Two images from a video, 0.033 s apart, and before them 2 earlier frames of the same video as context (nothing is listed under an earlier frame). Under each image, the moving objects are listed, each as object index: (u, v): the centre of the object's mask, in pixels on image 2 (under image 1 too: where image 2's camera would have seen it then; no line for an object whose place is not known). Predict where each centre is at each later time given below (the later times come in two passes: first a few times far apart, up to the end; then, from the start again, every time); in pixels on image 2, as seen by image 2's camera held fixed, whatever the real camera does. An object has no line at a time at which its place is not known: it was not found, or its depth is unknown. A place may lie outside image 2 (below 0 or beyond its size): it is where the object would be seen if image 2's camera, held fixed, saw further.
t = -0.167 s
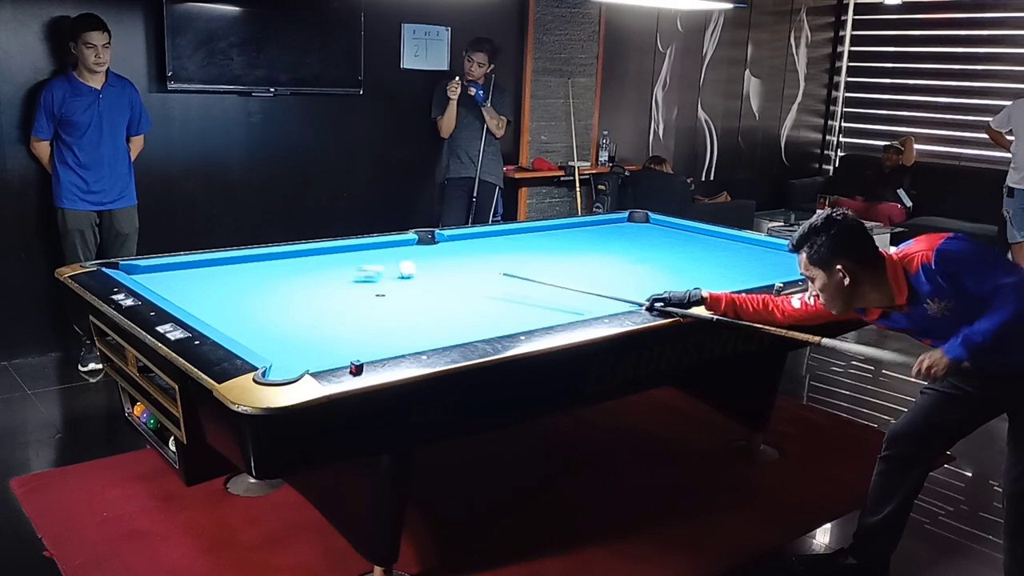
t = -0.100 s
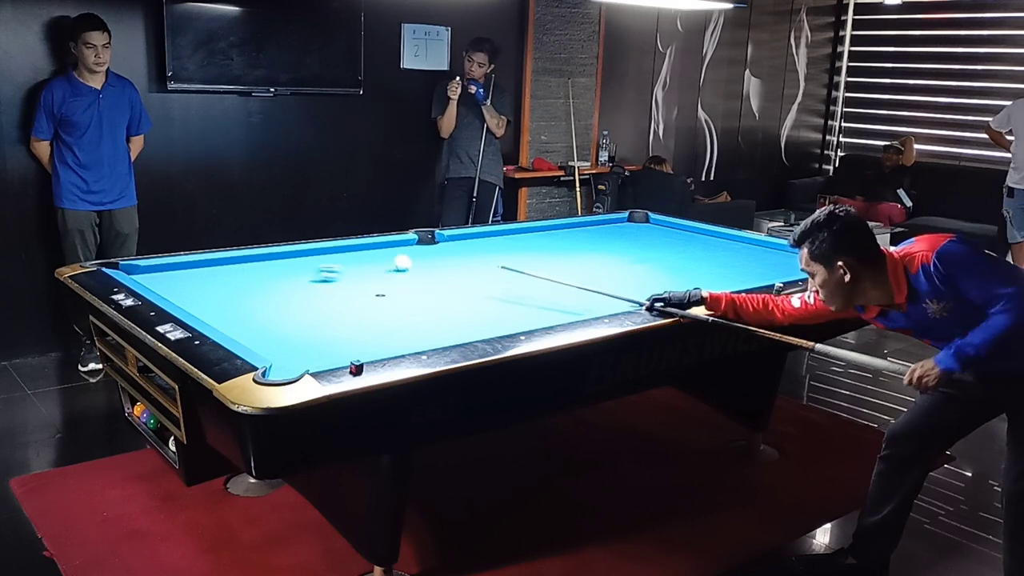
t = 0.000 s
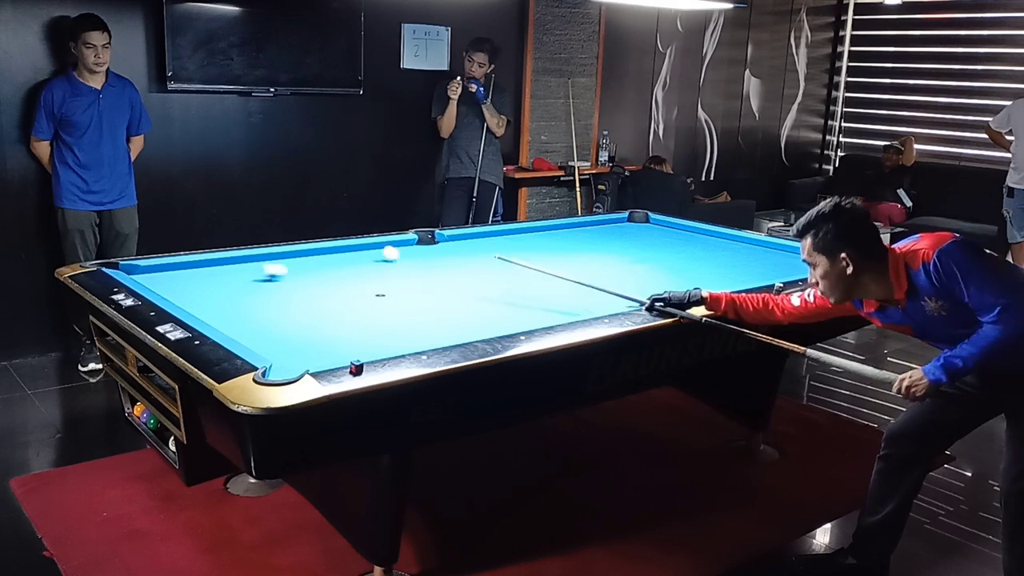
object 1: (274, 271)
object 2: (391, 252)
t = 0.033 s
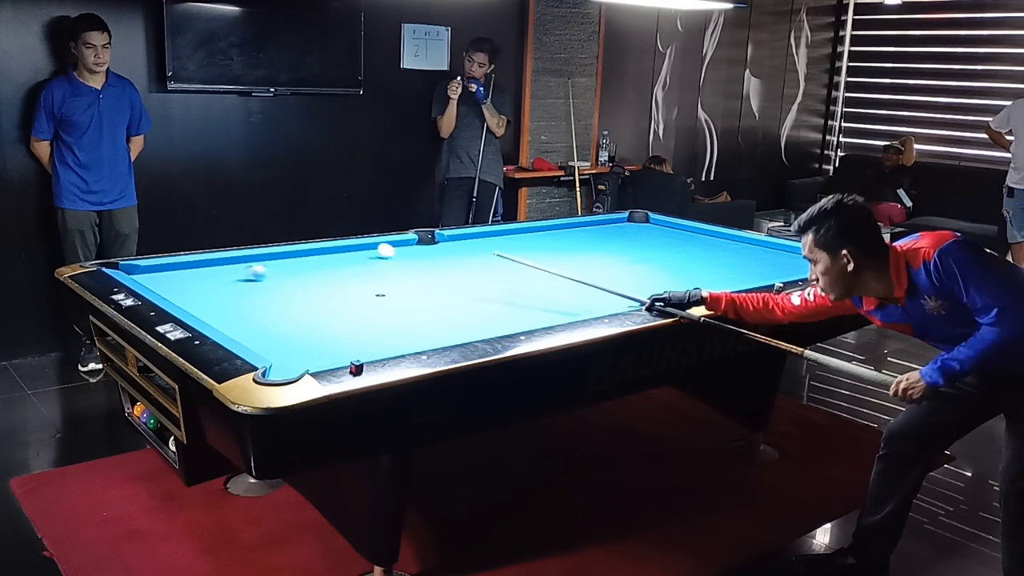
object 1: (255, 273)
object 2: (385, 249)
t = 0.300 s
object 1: (127, 270)
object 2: (419, 250)
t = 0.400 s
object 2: (442, 252)
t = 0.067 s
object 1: (239, 273)
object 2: (381, 247)
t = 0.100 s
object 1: (223, 272)
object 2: (377, 245)
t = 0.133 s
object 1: (206, 272)
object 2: (382, 245)
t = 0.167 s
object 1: (191, 272)
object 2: (390, 246)
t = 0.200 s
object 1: (176, 271)
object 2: (398, 247)
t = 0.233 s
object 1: (160, 271)
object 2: (405, 248)
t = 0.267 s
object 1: (144, 271)
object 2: (412, 249)
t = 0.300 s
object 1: (127, 270)
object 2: (419, 250)
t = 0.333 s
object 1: (112, 267)
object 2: (427, 251)
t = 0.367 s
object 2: (434, 252)
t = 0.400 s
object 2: (442, 252)
